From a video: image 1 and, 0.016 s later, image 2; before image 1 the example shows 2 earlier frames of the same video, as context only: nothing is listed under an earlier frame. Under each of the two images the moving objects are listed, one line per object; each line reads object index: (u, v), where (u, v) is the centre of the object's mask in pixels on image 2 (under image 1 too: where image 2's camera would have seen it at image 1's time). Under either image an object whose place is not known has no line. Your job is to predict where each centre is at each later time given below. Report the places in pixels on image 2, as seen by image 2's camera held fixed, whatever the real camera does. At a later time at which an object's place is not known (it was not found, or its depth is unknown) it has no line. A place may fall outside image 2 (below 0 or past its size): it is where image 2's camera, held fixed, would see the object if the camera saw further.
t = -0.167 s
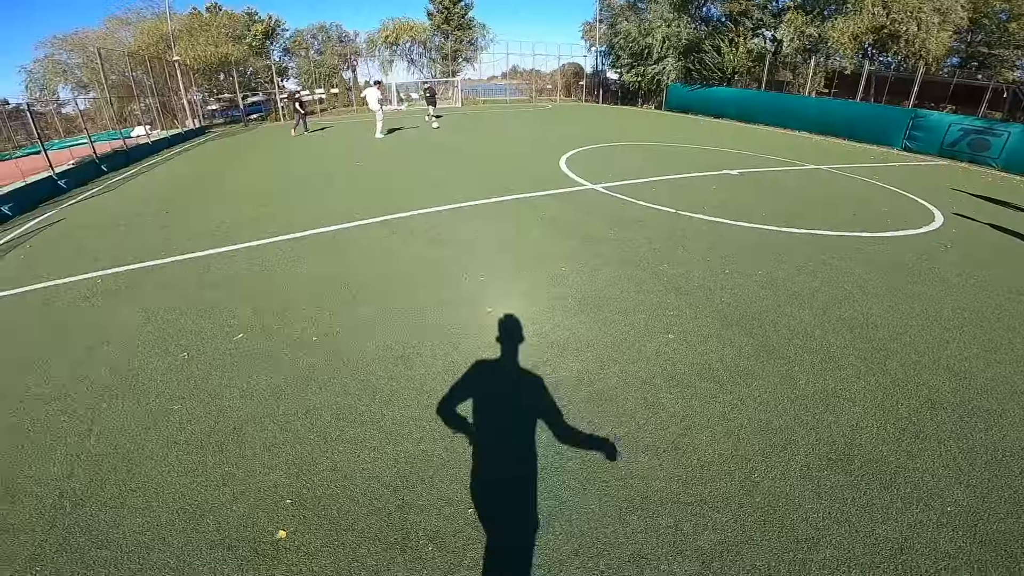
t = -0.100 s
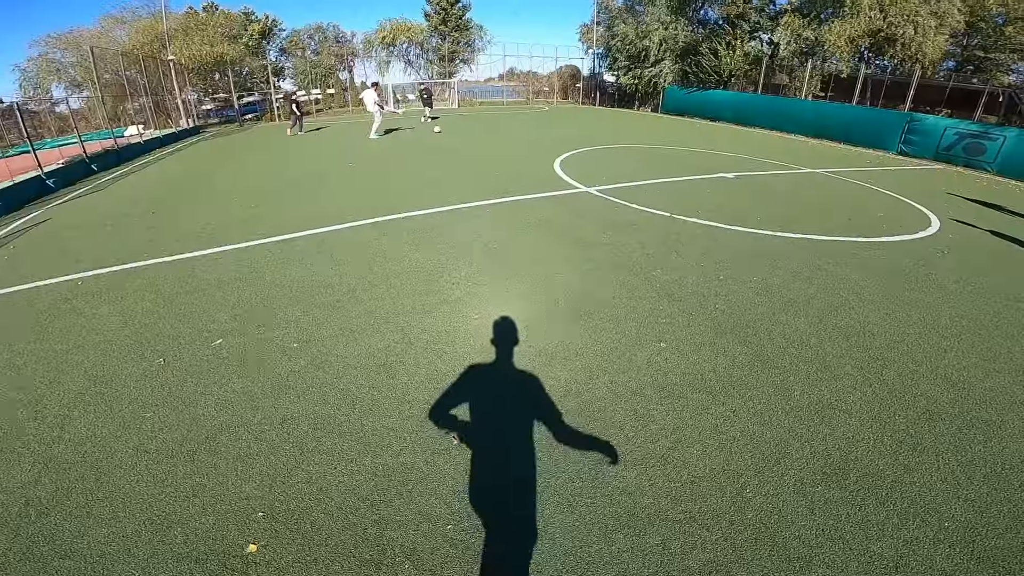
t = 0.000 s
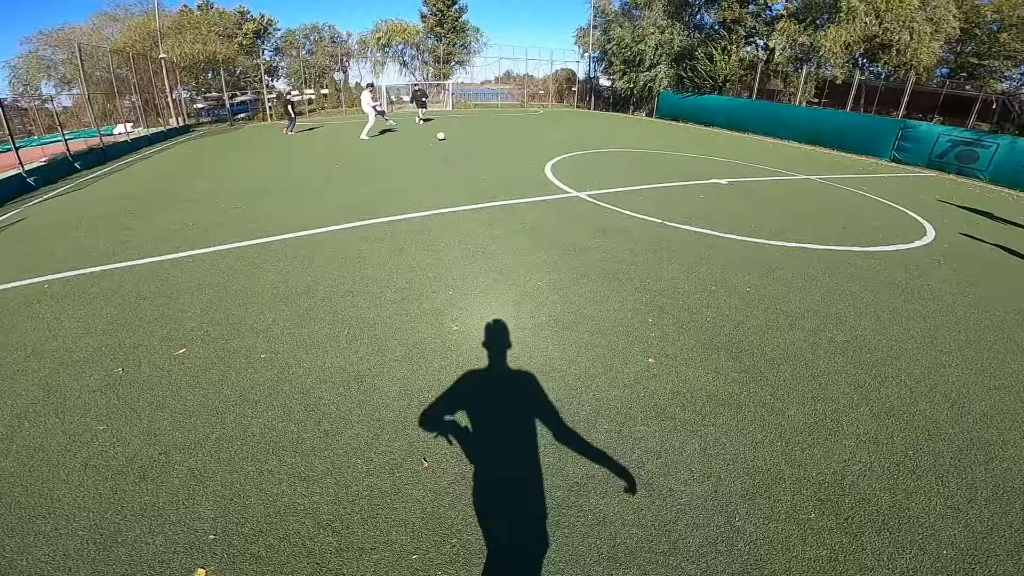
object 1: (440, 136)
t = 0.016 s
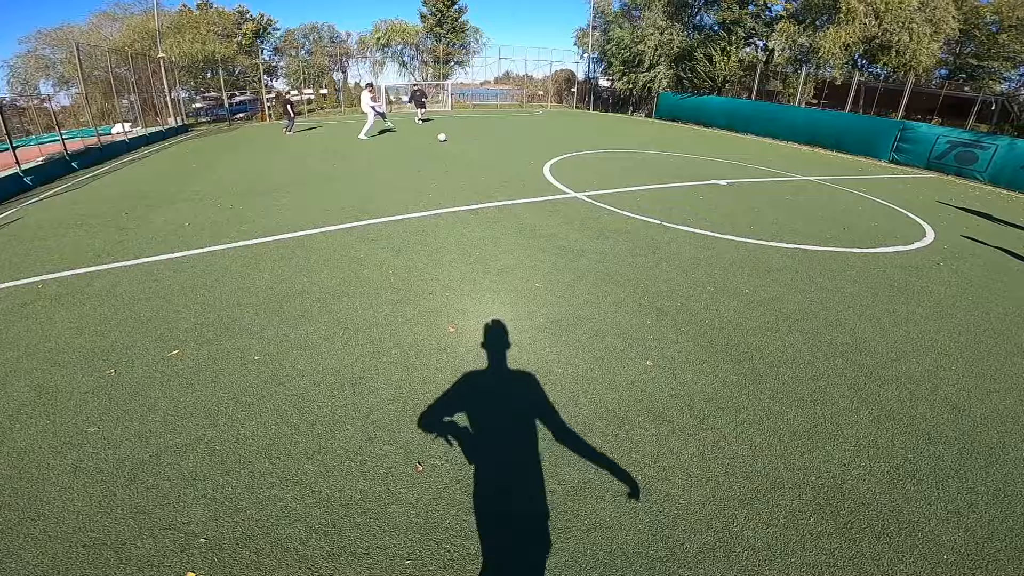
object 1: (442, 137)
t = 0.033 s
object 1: (444, 138)
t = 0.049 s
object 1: (446, 140)
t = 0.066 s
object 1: (448, 141)
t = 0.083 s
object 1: (451, 142)
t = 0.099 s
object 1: (453, 143)
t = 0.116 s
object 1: (455, 144)
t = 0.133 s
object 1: (457, 145)
